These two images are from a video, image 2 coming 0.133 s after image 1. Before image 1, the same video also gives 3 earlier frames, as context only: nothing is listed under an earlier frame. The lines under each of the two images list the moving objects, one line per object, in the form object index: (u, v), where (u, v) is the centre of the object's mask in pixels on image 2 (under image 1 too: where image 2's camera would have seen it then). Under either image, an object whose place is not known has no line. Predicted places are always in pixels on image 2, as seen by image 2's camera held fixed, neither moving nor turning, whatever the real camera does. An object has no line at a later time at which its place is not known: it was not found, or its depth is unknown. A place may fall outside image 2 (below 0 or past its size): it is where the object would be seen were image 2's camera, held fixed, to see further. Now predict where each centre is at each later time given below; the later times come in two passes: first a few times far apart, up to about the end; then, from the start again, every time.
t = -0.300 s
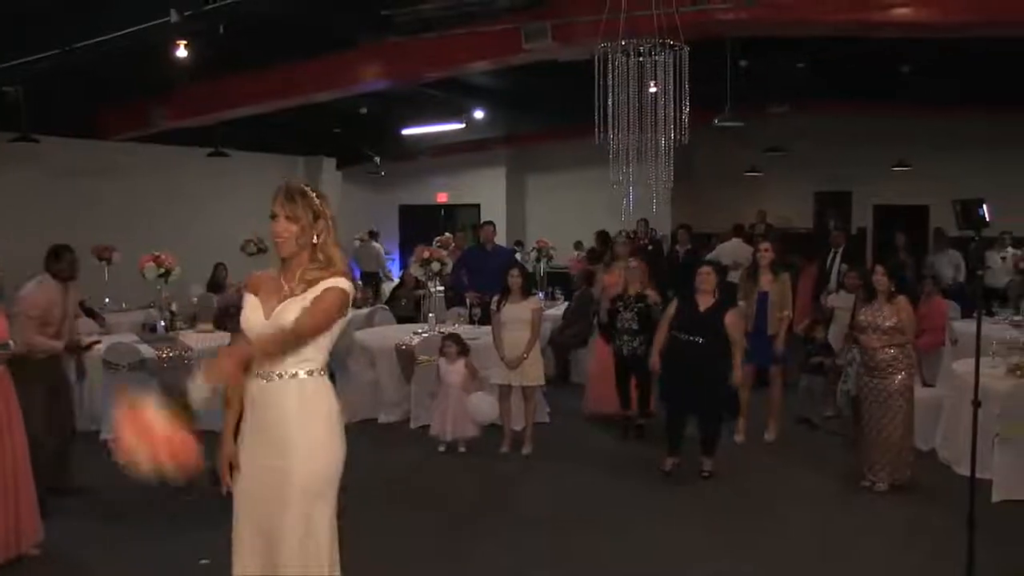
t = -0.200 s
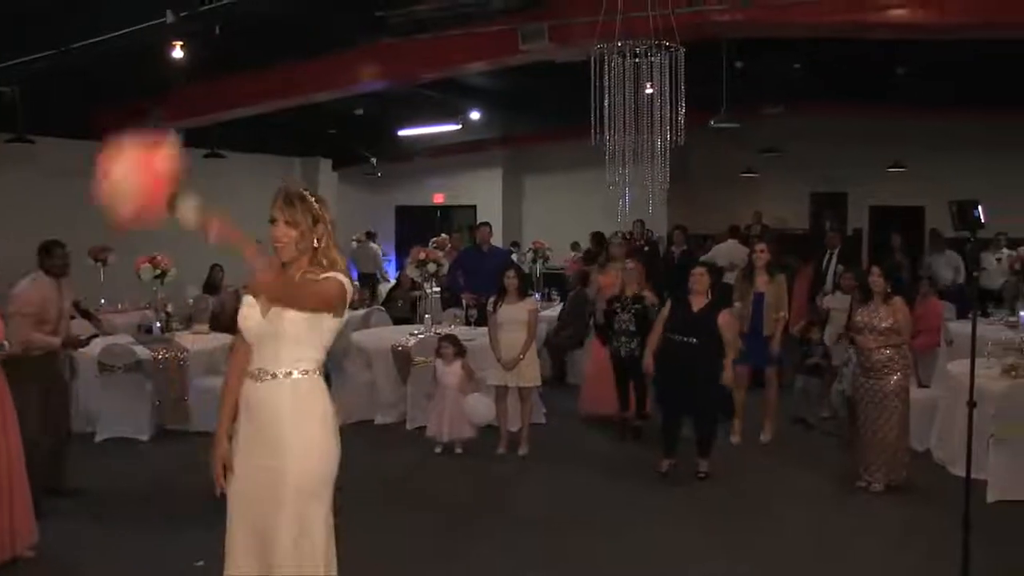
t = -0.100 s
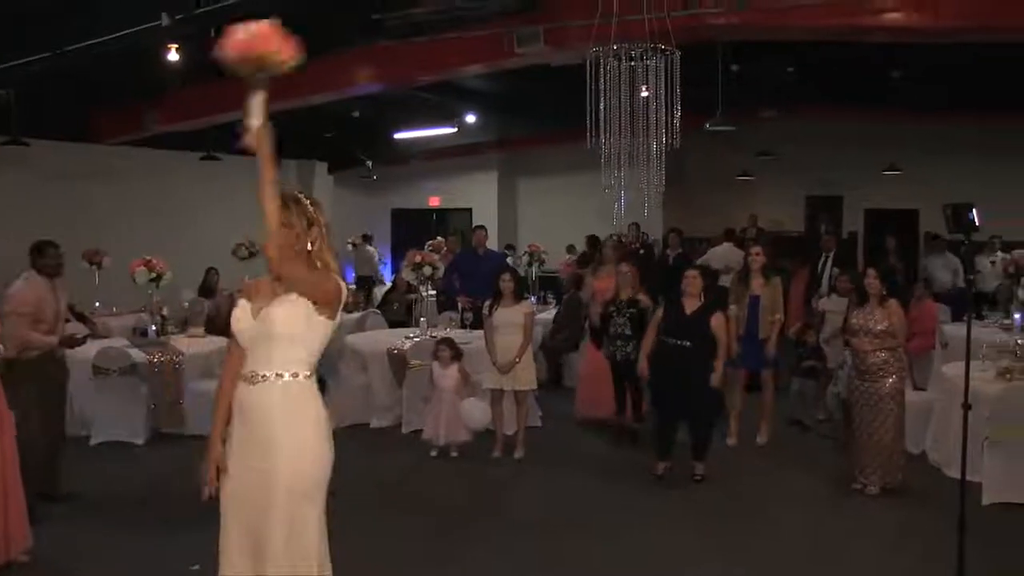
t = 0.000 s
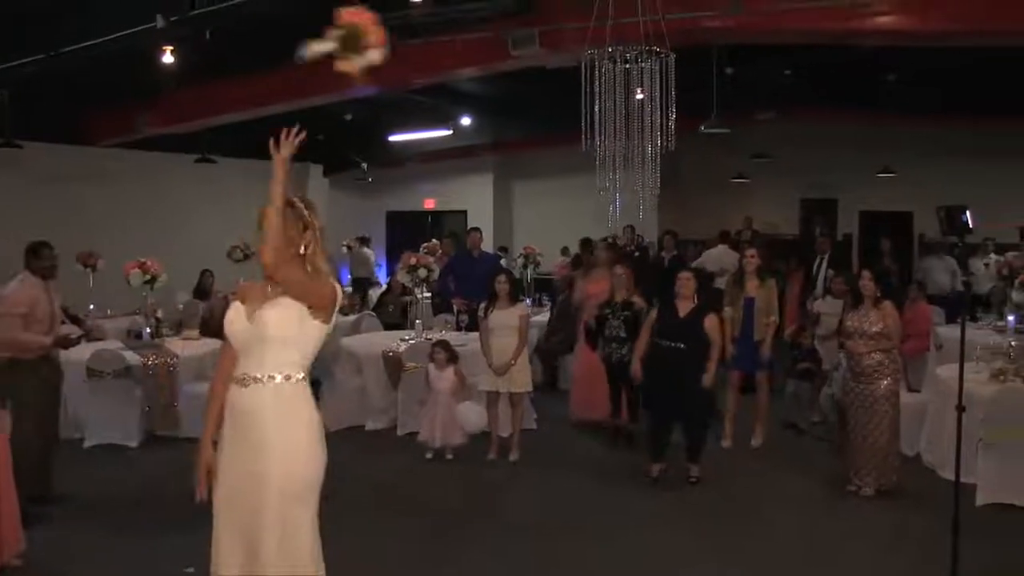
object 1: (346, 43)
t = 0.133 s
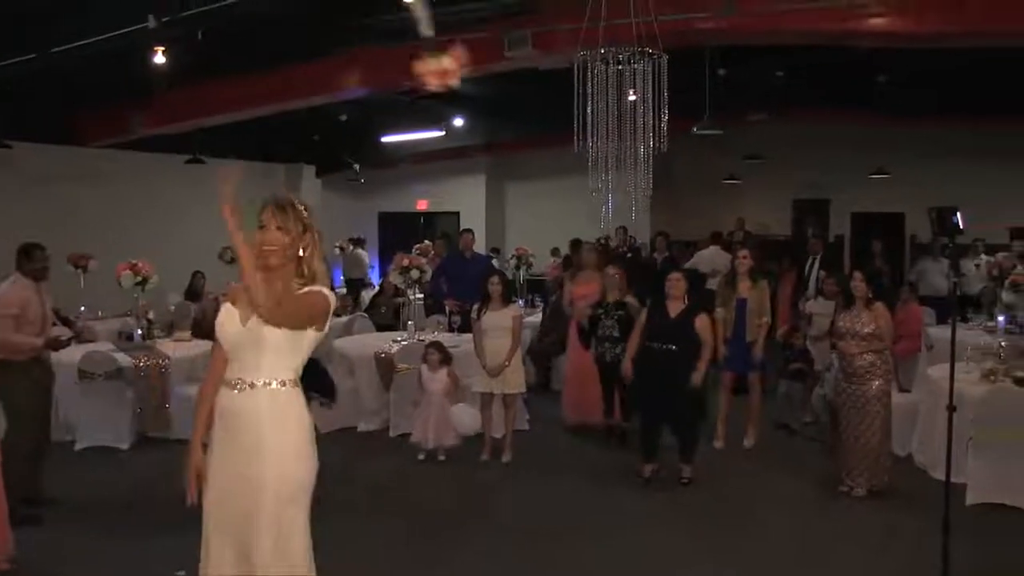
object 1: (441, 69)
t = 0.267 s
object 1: (506, 111)
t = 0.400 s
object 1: (555, 181)
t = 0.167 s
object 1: (456, 63)
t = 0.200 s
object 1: (475, 78)
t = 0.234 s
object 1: (491, 96)
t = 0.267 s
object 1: (506, 111)
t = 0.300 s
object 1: (518, 127)
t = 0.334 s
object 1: (530, 143)
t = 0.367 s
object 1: (542, 160)
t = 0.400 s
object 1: (555, 181)
